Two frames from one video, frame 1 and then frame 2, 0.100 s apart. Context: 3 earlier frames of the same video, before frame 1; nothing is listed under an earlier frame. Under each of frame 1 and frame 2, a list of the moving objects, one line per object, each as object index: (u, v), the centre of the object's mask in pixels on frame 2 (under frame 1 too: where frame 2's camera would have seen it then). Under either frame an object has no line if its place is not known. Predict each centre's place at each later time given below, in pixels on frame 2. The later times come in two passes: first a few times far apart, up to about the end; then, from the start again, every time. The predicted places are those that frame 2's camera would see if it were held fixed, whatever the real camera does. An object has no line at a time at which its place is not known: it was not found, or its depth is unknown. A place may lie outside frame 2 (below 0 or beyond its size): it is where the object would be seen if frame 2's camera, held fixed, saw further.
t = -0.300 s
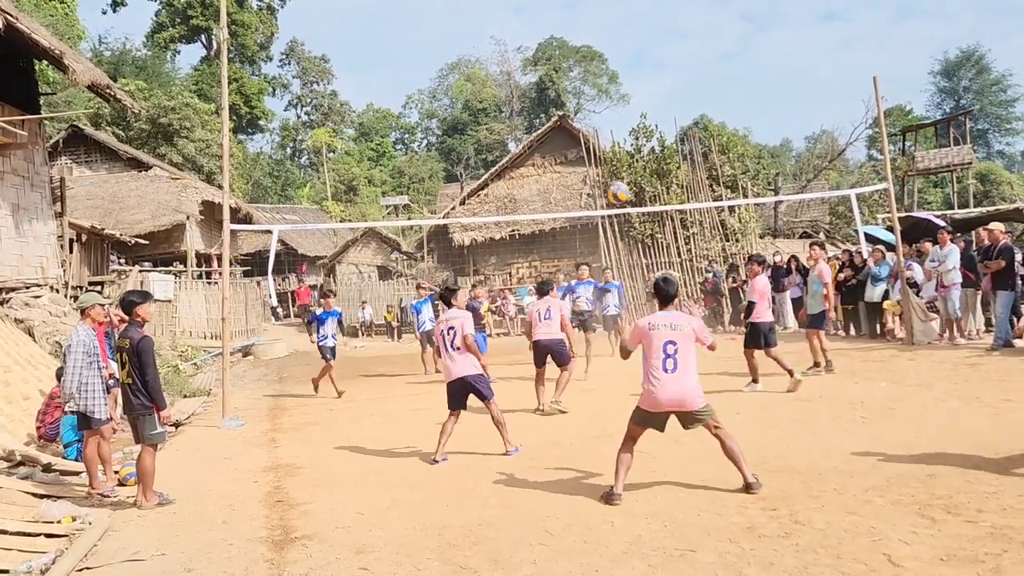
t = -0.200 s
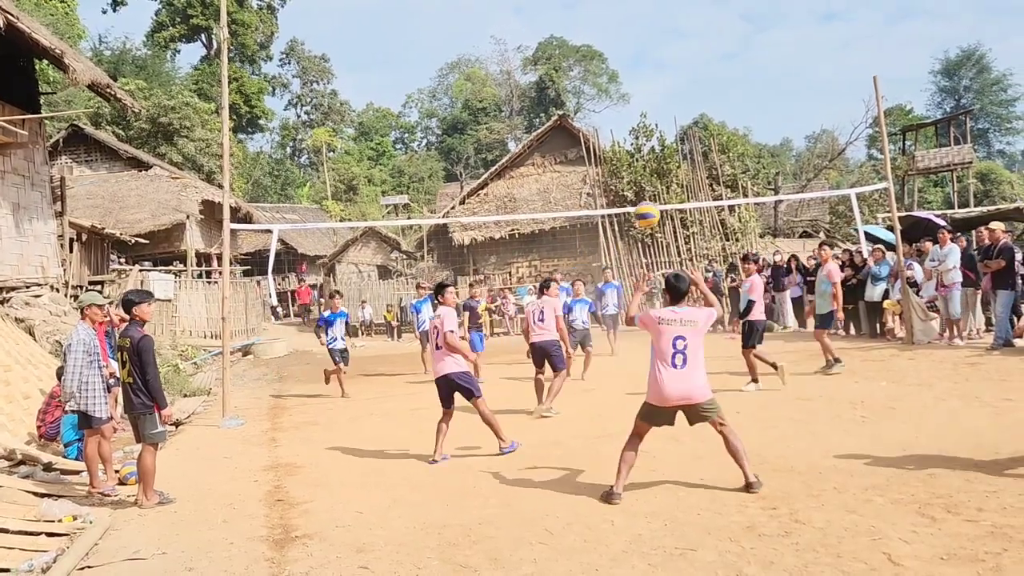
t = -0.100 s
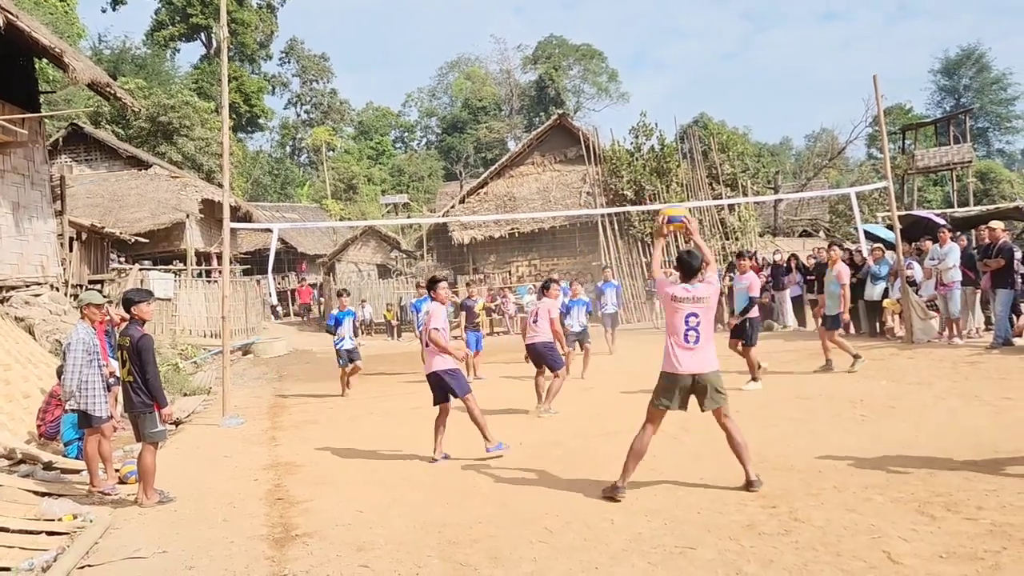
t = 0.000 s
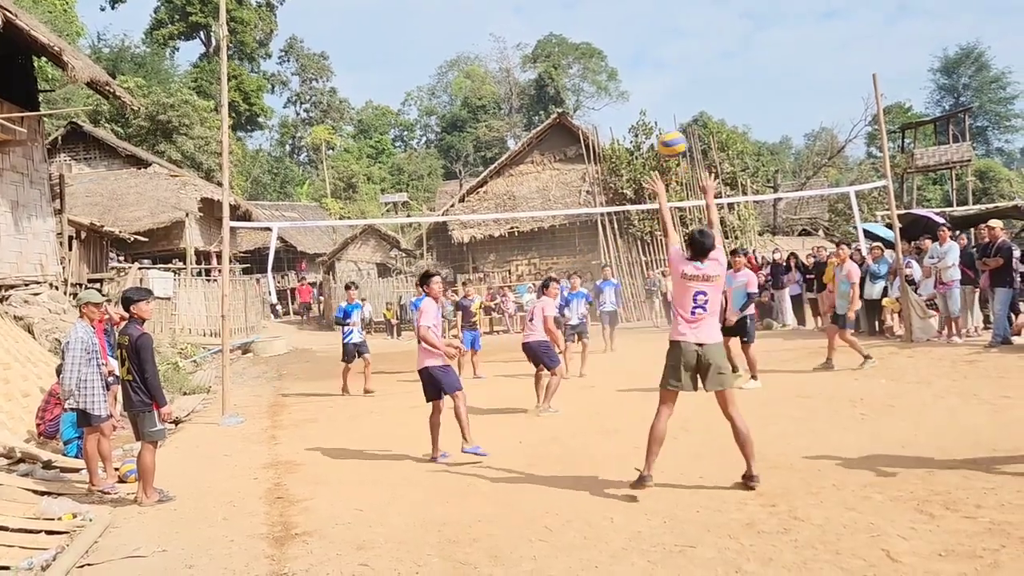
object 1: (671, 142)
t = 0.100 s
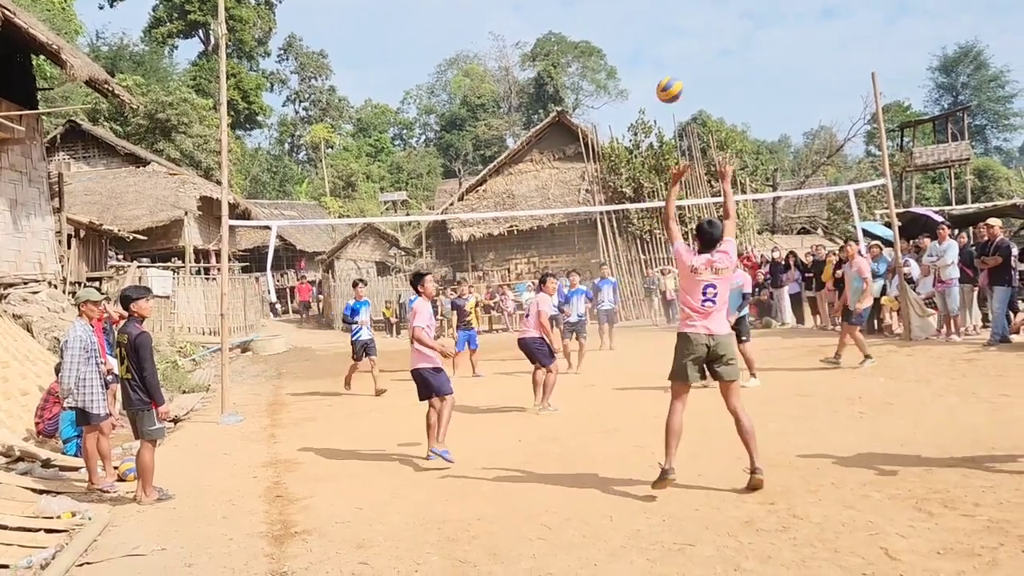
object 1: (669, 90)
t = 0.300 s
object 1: (669, 35)
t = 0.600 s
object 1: (676, 43)
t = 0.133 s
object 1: (669, 76)
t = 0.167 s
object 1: (666, 63)
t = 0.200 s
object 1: (667, 53)
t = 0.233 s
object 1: (668, 46)
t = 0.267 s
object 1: (669, 40)
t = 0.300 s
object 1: (669, 35)
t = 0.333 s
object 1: (670, 31)
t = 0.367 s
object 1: (670, 29)
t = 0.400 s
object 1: (671, 28)
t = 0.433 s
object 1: (671, 28)
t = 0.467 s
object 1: (672, 28)
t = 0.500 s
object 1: (673, 30)
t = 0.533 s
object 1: (674, 33)
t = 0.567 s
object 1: (675, 37)
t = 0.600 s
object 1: (676, 43)
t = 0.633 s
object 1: (677, 49)
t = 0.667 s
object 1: (678, 56)
